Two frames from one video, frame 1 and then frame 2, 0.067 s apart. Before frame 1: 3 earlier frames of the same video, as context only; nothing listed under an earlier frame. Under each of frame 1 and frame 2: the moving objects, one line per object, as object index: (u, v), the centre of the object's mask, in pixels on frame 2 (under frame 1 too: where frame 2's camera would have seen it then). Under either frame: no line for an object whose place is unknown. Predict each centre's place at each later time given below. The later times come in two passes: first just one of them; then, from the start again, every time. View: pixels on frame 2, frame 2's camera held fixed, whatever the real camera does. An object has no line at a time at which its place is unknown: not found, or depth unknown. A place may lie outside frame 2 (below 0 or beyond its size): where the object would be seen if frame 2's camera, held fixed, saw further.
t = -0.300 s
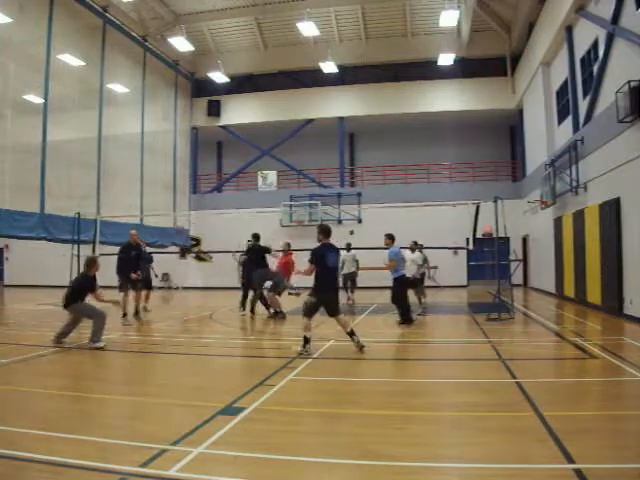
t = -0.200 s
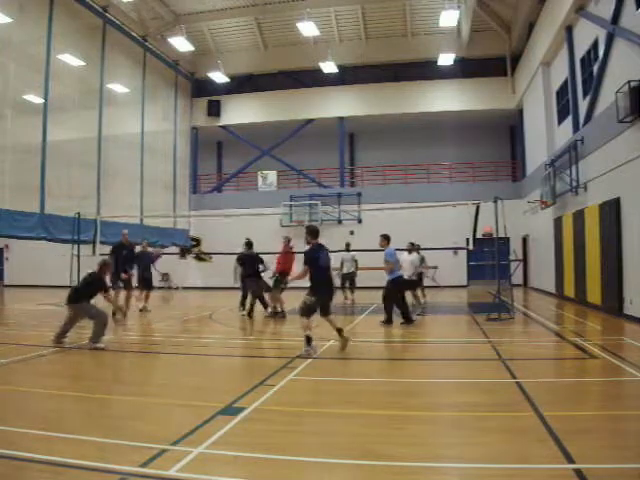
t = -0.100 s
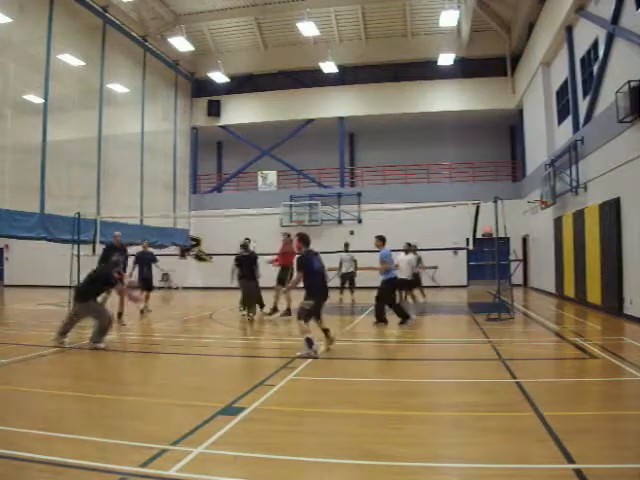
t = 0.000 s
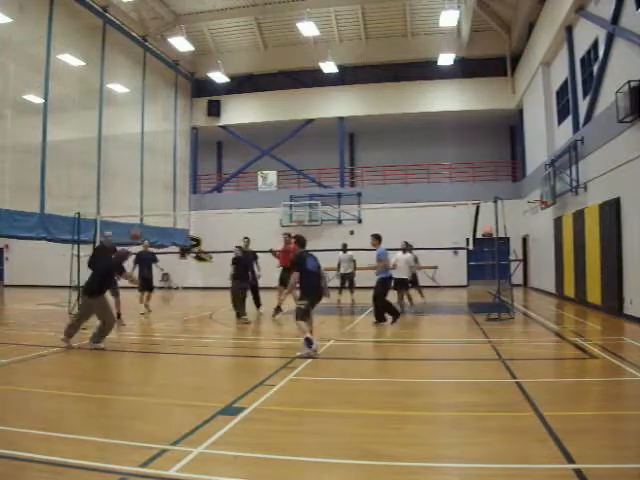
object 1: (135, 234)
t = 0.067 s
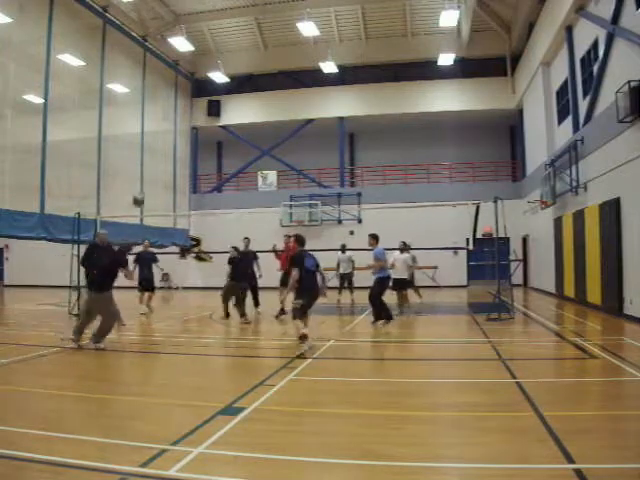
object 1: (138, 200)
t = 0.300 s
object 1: (150, 111)
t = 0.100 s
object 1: (140, 184)
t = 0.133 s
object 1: (141, 171)
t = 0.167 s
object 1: (143, 158)
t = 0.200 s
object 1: (145, 145)
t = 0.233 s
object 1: (147, 133)
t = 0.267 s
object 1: (149, 121)
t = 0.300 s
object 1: (150, 111)
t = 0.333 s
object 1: (151, 102)
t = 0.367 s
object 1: (152, 94)
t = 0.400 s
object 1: (154, 86)
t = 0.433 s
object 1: (154, 78)
